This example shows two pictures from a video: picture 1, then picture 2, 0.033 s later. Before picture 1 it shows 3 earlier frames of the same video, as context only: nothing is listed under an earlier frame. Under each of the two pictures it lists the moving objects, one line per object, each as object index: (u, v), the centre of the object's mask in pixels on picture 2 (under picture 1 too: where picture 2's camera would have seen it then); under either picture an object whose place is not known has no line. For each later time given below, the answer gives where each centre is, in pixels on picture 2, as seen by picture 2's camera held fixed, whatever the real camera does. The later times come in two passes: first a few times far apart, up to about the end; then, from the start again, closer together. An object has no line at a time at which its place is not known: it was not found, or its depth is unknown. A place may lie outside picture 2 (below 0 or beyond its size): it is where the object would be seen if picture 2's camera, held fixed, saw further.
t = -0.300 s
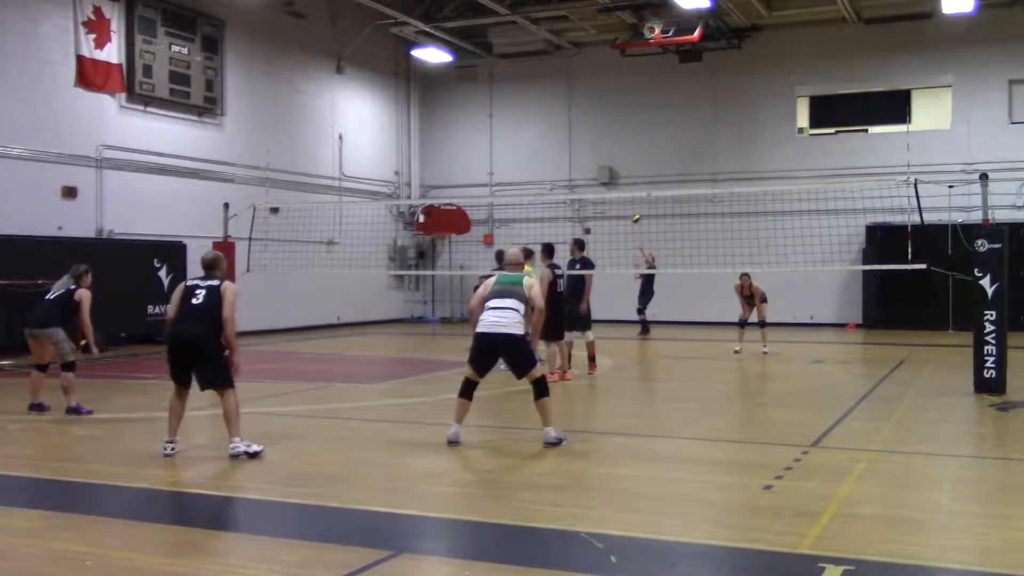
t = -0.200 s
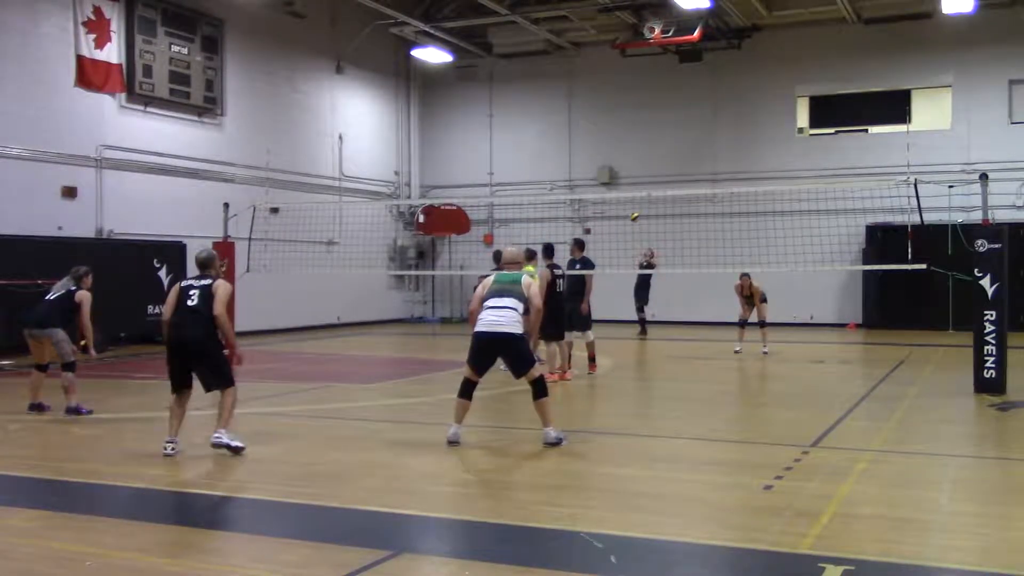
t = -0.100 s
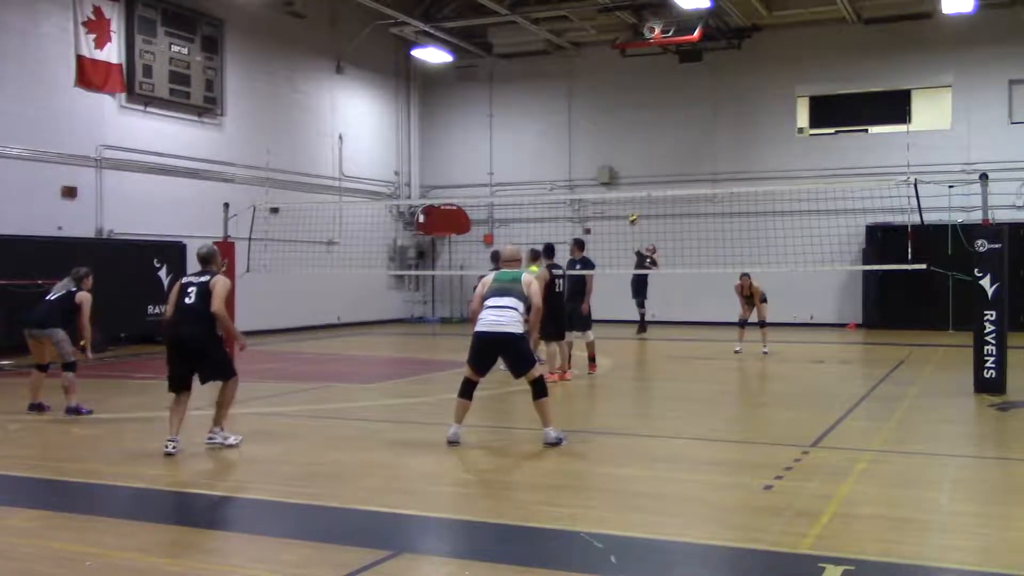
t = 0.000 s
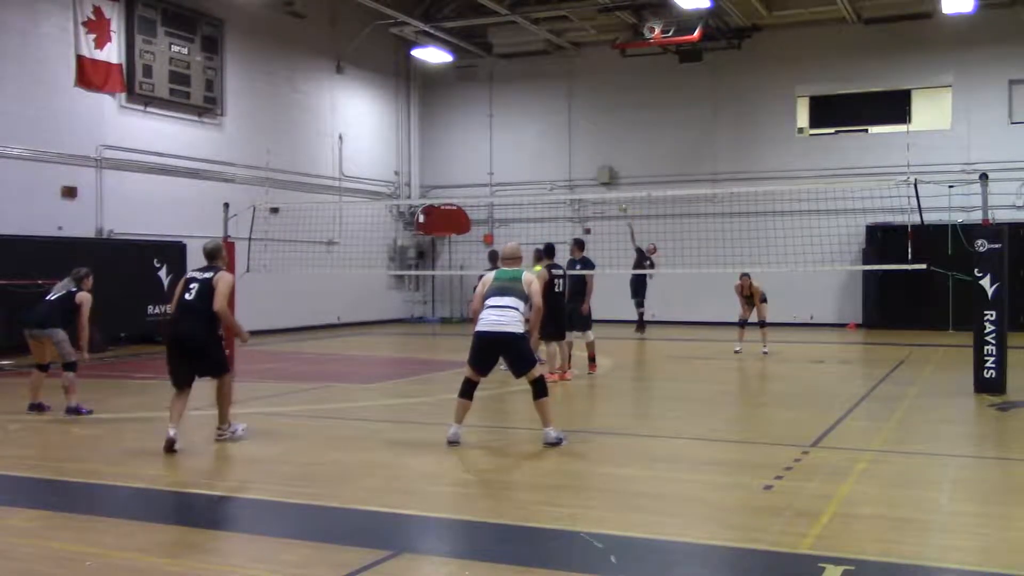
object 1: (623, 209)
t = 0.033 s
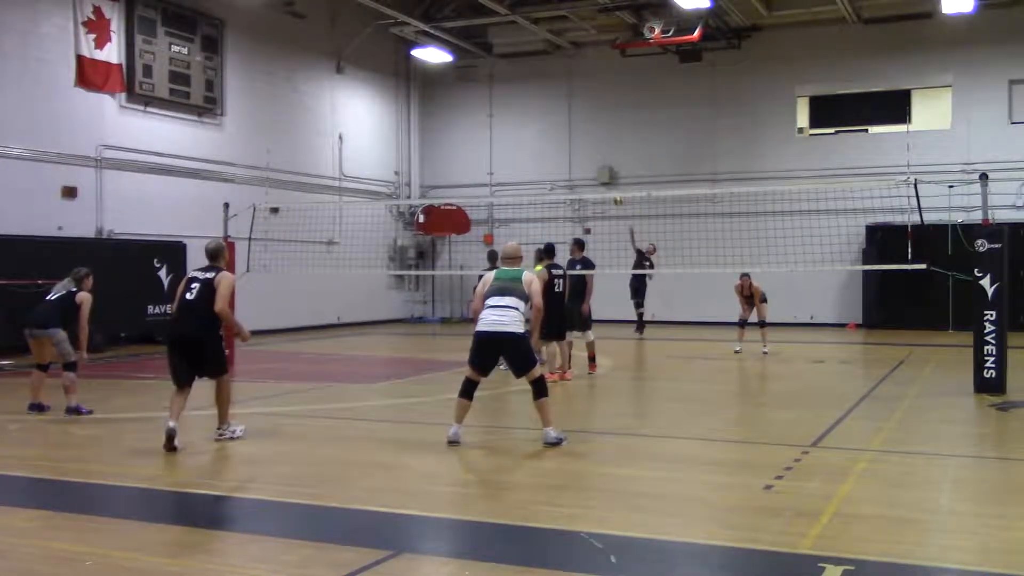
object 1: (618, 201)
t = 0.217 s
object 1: (584, 166)
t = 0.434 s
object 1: (535, 142)
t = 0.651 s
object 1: (477, 148)
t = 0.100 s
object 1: (606, 186)
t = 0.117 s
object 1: (603, 183)
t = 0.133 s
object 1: (601, 180)
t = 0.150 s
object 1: (597, 177)
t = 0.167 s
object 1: (593, 174)
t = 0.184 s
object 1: (590, 171)
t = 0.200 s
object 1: (587, 168)
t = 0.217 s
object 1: (584, 166)
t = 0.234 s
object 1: (581, 164)
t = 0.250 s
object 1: (577, 161)
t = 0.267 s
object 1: (574, 159)
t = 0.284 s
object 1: (570, 156)
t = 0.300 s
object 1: (567, 154)
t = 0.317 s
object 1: (563, 152)
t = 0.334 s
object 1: (559, 149)
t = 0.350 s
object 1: (555, 147)
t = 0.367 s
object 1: (552, 146)
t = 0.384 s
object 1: (548, 145)
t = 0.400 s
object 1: (543, 143)
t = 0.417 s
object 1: (539, 143)
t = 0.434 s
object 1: (535, 142)
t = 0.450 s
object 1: (531, 141)
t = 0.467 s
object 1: (527, 140)
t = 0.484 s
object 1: (523, 139)
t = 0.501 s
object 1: (519, 139)
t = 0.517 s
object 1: (515, 139)
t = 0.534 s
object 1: (510, 139)
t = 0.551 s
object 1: (506, 139)
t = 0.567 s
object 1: (501, 140)
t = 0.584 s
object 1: (496, 142)
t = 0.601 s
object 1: (491, 143)
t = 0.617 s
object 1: (487, 144)
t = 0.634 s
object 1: (482, 146)
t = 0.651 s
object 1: (477, 148)
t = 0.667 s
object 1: (472, 150)
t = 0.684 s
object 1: (467, 152)
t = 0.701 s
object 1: (463, 153)
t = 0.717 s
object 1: (456, 156)
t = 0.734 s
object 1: (452, 159)
